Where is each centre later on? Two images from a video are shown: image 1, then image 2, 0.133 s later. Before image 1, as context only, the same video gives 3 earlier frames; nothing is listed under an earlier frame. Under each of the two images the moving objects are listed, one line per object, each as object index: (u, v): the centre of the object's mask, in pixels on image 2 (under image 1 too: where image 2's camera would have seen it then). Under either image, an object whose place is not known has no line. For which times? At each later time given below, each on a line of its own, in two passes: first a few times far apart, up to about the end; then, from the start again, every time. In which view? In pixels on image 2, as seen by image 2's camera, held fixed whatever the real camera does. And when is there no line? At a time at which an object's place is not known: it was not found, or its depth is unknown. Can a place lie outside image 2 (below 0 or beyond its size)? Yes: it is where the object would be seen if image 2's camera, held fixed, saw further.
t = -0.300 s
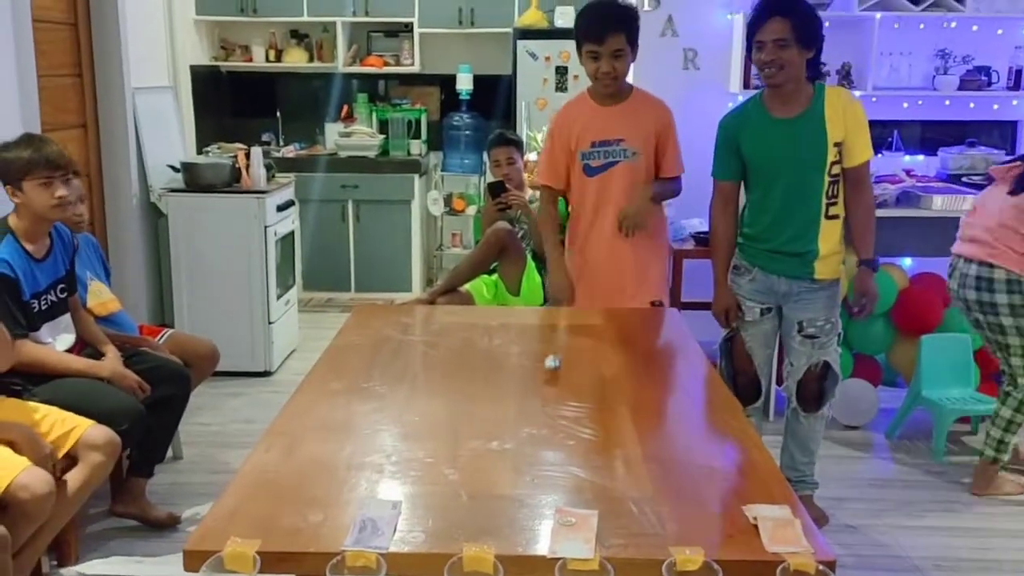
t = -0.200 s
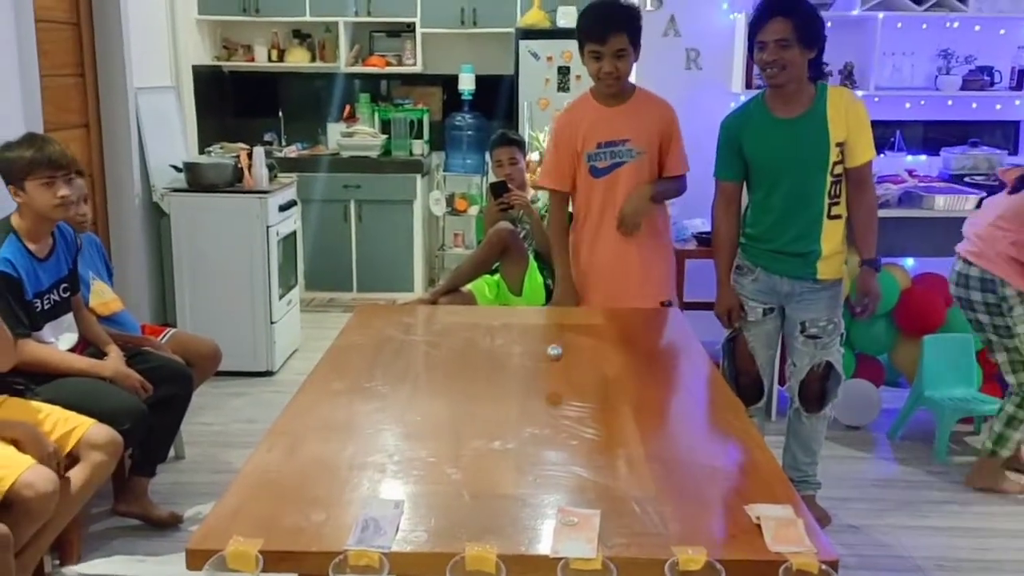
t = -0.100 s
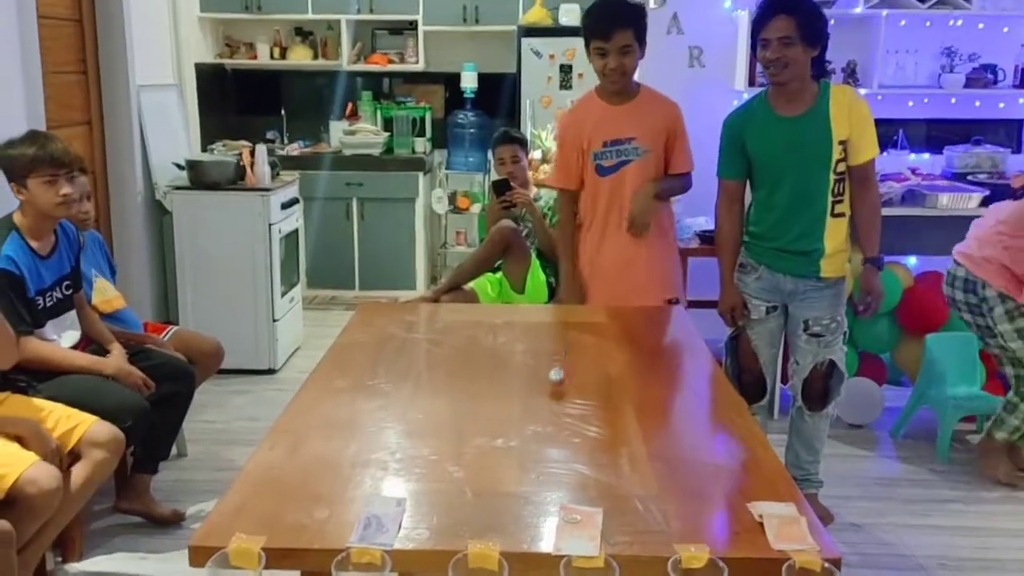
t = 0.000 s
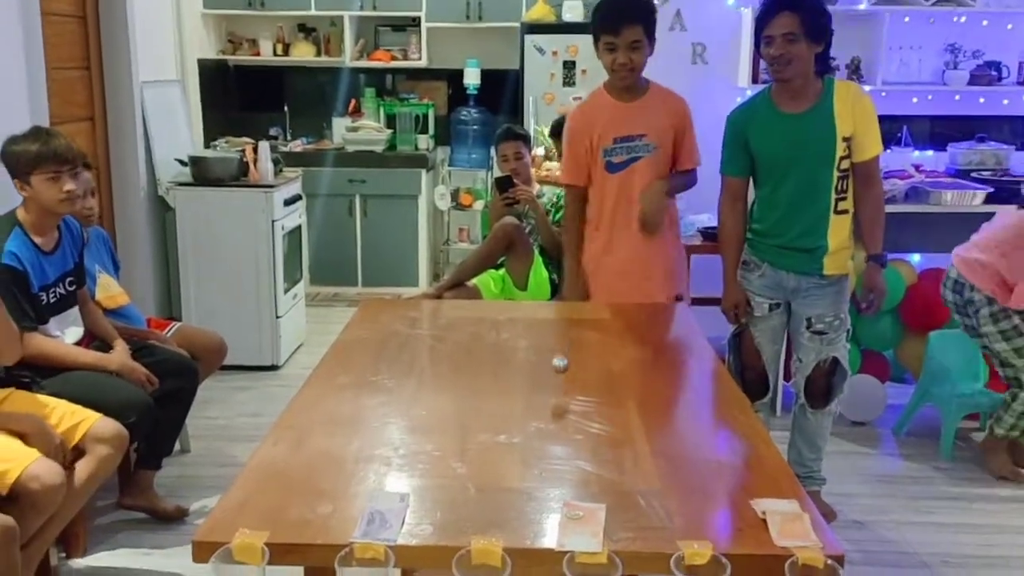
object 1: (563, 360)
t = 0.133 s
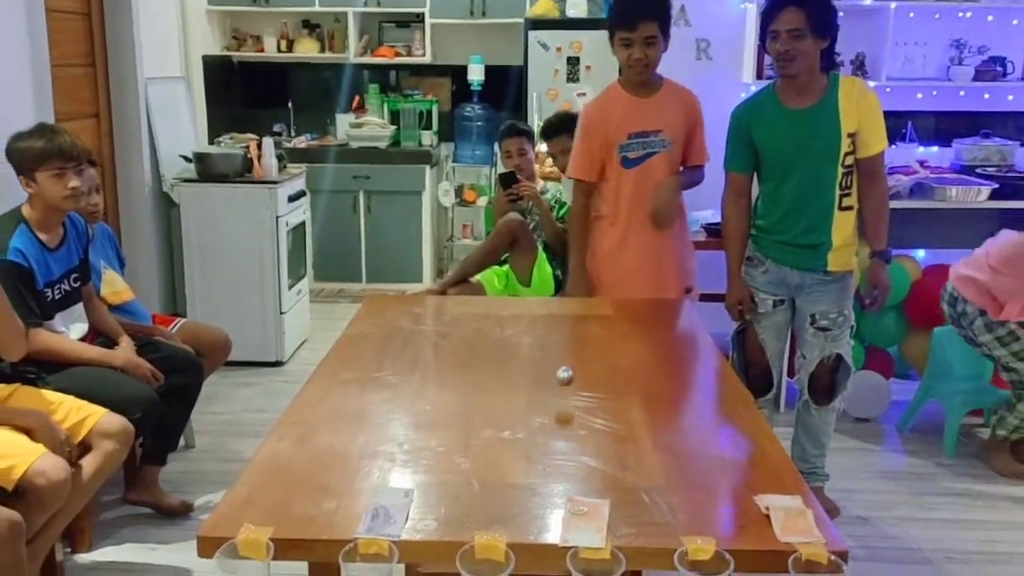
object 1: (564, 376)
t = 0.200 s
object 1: (565, 380)
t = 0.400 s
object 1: (565, 402)
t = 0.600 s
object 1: (563, 435)
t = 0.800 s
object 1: (561, 445)
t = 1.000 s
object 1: (552, 462)
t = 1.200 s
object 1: (541, 494)
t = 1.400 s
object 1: (533, 523)
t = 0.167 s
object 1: (564, 375)
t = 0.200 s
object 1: (565, 380)
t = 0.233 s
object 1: (564, 389)
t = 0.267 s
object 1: (565, 402)
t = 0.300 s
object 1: (566, 394)
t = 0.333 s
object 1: (565, 392)
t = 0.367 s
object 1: (565, 395)
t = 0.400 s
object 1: (565, 402)
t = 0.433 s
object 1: (565, 415)
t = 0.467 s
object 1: (564, 412)
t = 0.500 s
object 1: (564, 409)
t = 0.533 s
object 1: (564, 412)
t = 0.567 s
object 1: (563, 420)
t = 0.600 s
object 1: (563, 435)
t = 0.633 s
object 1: (562, 429)
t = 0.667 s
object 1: (562, 428)
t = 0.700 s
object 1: (562, 430)
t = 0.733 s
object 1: (562, 441)
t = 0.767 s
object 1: (561, 449)
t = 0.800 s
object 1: (561, 445)
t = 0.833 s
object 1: (560, 444)
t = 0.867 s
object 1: (559, 450)
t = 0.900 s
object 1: (558, 462)
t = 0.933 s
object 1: (556, 464)
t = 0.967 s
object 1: (554, 460)
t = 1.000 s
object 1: (552, 462)
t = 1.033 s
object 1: (549, 472)
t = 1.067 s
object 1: (547, 482)
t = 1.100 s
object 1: (546, 481)
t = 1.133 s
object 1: (544, 484)
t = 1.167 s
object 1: (542, 495)
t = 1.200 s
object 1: (541, 494)
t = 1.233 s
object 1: (539, 498)
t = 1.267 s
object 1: (537, 509)
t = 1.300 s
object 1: (536, 509)
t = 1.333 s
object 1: (535, 514)
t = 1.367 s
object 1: (534, 522)
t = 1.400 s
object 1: (533, 523)
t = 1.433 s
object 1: (531, 530)
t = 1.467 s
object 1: (530, 550)
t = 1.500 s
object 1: (531, 570)
